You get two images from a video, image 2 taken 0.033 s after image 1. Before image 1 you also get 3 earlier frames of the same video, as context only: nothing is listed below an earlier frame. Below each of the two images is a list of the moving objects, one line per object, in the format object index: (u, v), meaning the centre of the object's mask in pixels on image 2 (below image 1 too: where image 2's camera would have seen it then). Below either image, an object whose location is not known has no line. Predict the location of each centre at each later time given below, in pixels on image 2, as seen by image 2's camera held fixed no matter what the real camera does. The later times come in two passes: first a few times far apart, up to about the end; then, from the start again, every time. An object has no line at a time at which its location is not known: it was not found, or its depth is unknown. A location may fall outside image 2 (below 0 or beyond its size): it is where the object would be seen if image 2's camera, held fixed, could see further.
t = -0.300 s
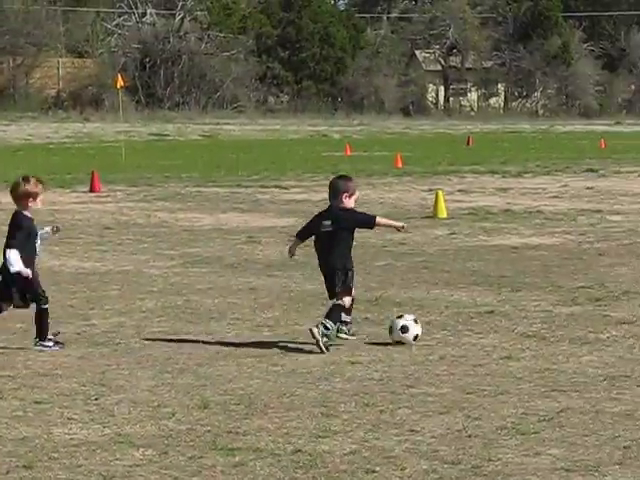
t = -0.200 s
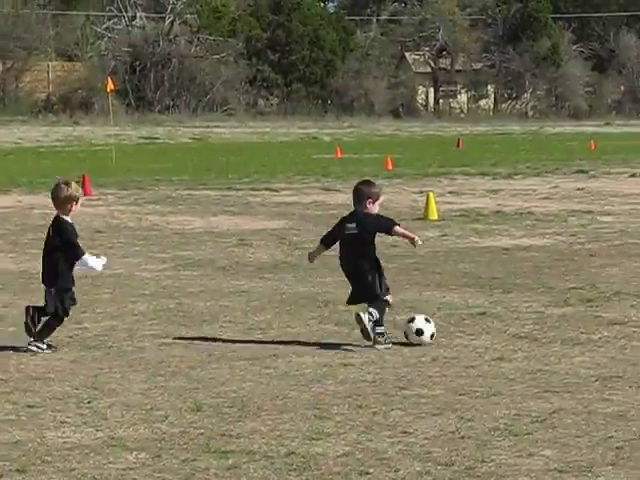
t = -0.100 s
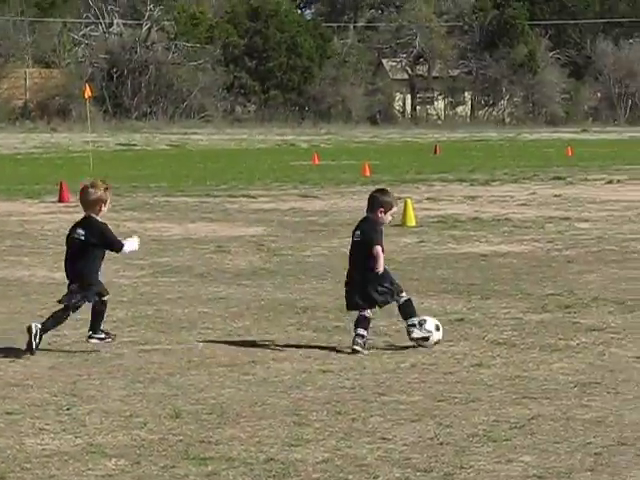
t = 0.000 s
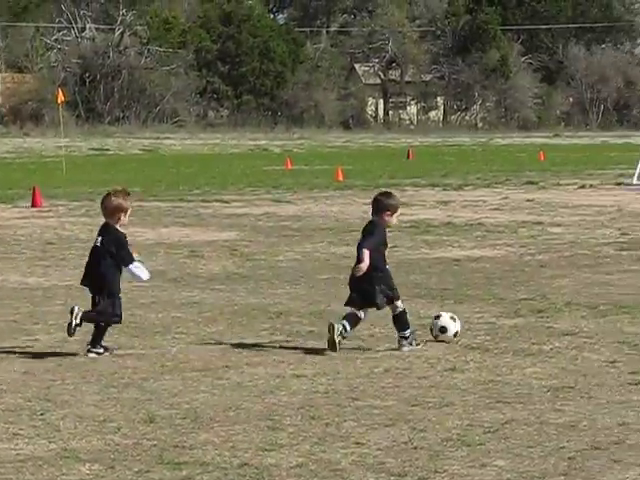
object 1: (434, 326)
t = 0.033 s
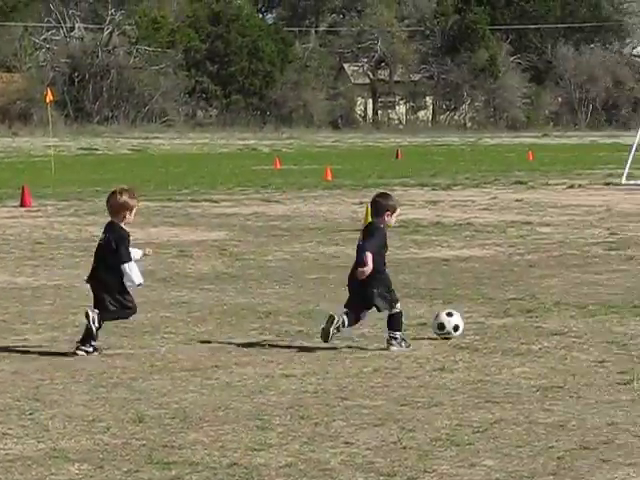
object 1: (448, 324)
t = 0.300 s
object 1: (540, 311)
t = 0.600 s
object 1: (614, 302)
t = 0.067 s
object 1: (461, 323)
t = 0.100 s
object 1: (474, 320)
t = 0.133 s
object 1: (486, 317)
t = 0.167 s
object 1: (498, 315)
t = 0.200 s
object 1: (509, 315)
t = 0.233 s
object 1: (519, 312)
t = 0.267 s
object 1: (531, 311)
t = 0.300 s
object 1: (540, 311)
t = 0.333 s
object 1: (550, 311)
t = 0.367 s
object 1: (559, 309)
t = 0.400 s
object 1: (568, 308)
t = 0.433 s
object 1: (576, 307)
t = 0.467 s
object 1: (585, 306)
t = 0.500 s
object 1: (593, 305)
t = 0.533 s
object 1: (600, 303)
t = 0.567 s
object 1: (607, 302)
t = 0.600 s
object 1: (614, 302)
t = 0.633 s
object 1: (620, 302)
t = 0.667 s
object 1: (626, 301)
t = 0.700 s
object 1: (633, 300)
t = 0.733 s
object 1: (639, 300)
